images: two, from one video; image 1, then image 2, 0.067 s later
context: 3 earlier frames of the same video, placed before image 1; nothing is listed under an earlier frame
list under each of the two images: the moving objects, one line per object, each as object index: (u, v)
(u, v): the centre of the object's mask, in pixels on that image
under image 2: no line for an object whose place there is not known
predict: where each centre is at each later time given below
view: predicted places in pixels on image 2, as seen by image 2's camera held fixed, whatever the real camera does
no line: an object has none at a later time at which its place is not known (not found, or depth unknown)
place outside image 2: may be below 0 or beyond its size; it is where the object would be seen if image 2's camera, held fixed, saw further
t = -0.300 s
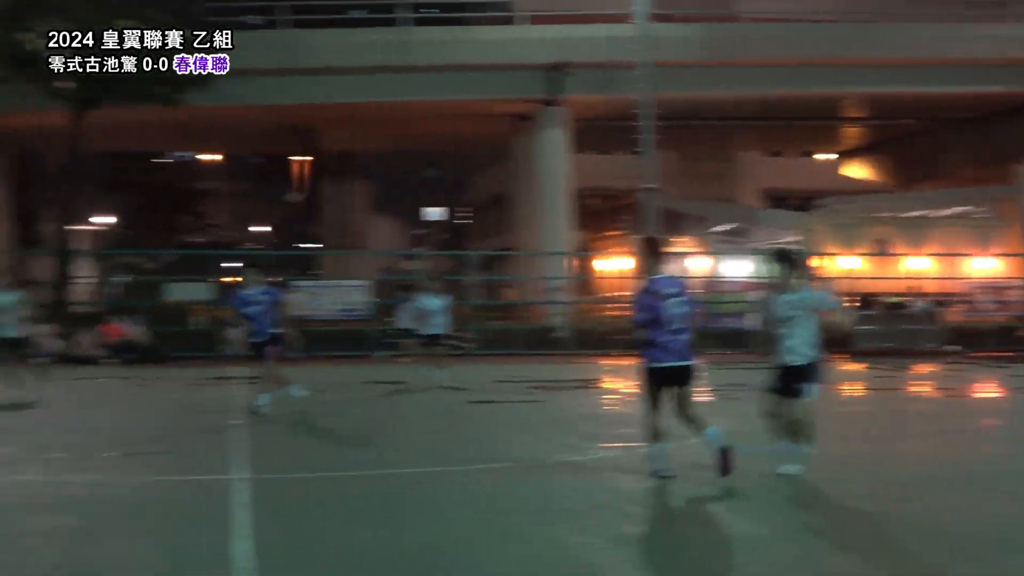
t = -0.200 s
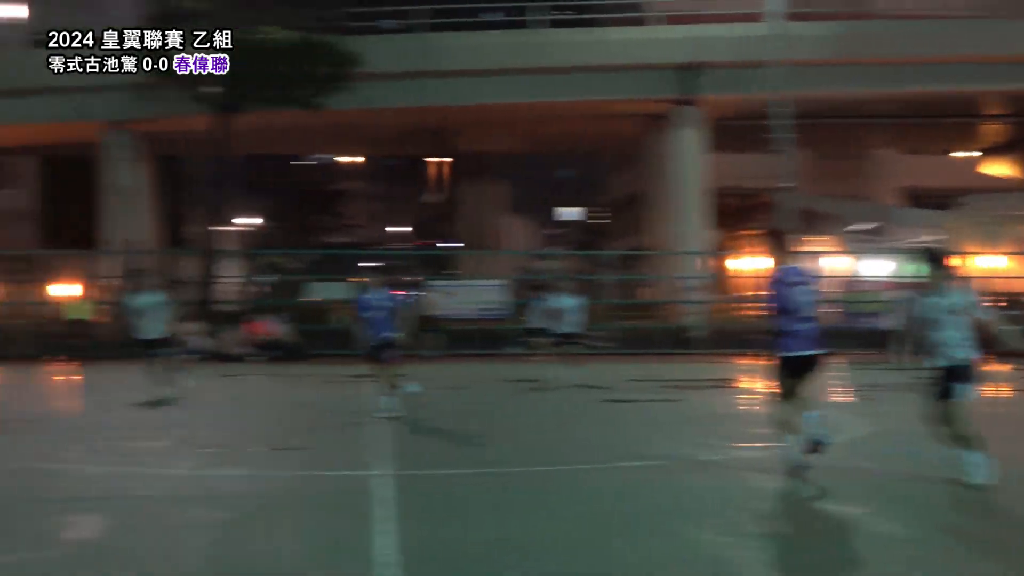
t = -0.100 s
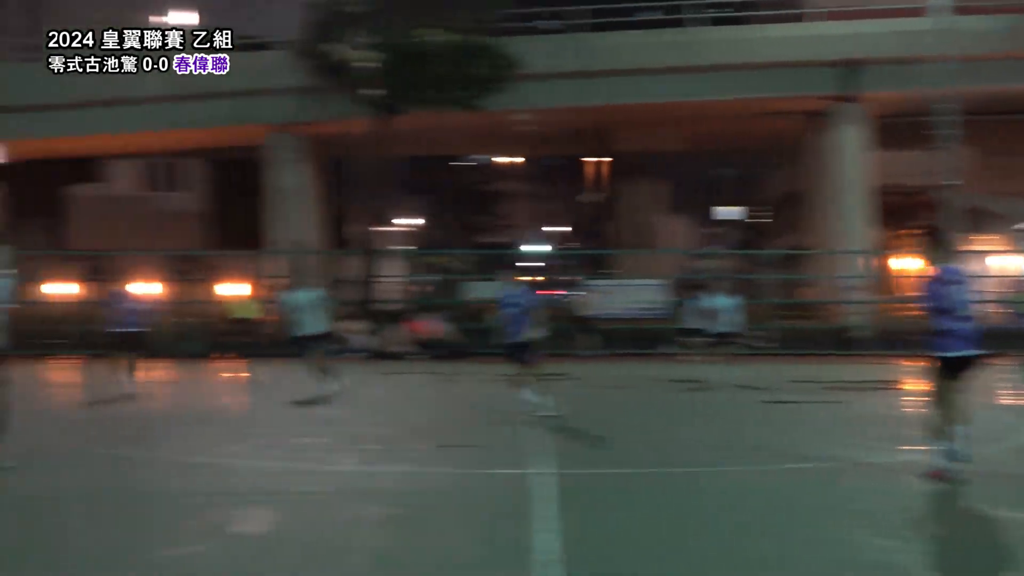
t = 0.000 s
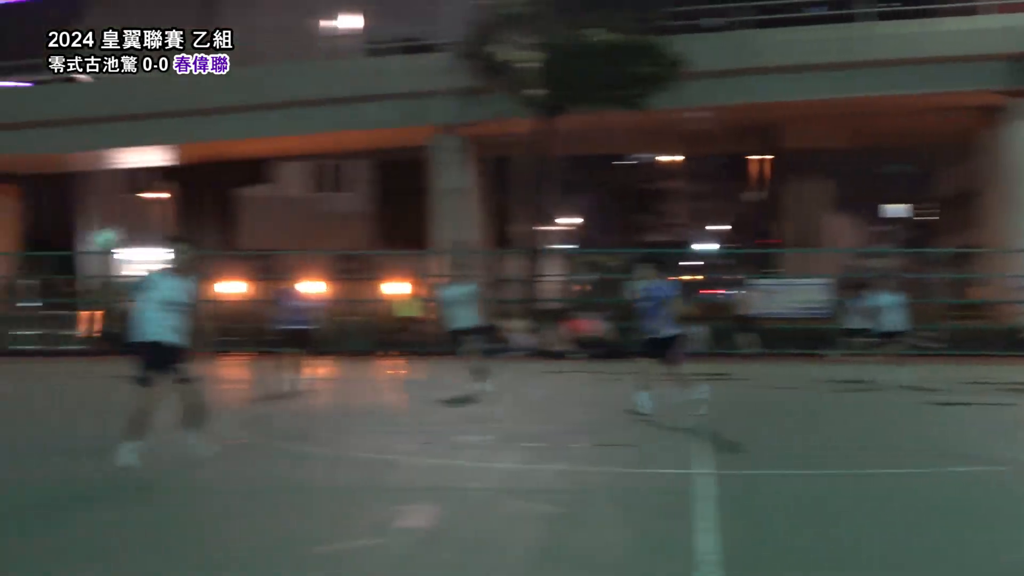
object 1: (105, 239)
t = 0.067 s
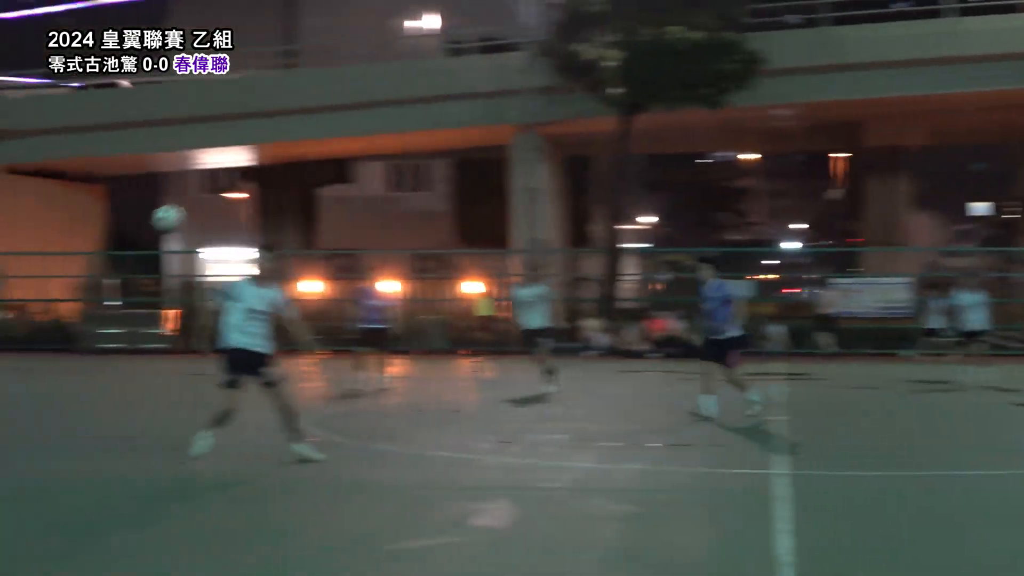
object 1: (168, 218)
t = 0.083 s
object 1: (166, 214)
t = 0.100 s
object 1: (164, 210)
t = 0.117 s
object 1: (161, 205)
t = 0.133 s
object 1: (157, 202)
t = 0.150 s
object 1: (154, 198)
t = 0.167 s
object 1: (149, 195)
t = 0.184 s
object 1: (144, 193)
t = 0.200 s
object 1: (140, 191)
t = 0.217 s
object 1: (135, 189)
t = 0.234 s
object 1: (130, 187)
